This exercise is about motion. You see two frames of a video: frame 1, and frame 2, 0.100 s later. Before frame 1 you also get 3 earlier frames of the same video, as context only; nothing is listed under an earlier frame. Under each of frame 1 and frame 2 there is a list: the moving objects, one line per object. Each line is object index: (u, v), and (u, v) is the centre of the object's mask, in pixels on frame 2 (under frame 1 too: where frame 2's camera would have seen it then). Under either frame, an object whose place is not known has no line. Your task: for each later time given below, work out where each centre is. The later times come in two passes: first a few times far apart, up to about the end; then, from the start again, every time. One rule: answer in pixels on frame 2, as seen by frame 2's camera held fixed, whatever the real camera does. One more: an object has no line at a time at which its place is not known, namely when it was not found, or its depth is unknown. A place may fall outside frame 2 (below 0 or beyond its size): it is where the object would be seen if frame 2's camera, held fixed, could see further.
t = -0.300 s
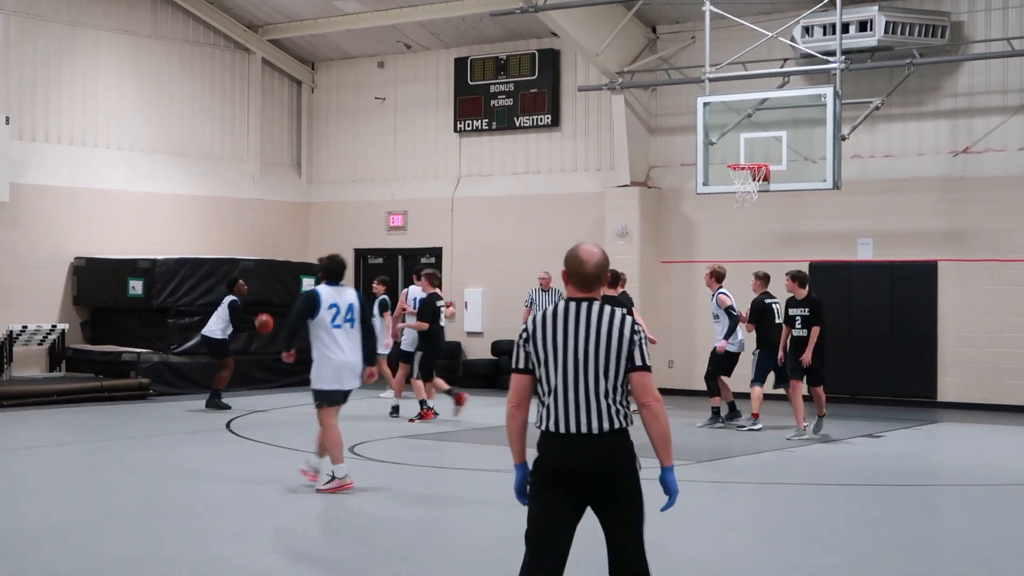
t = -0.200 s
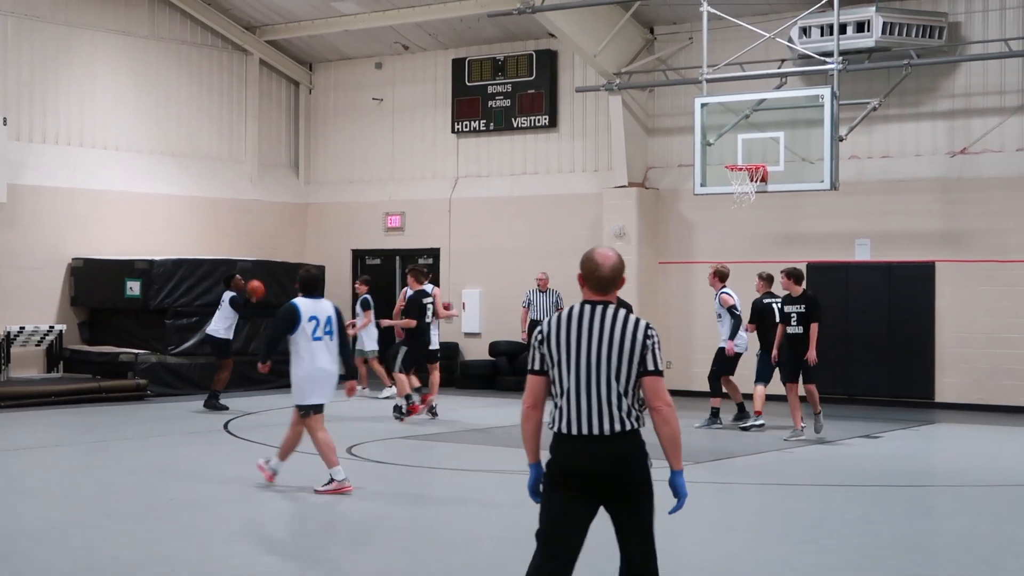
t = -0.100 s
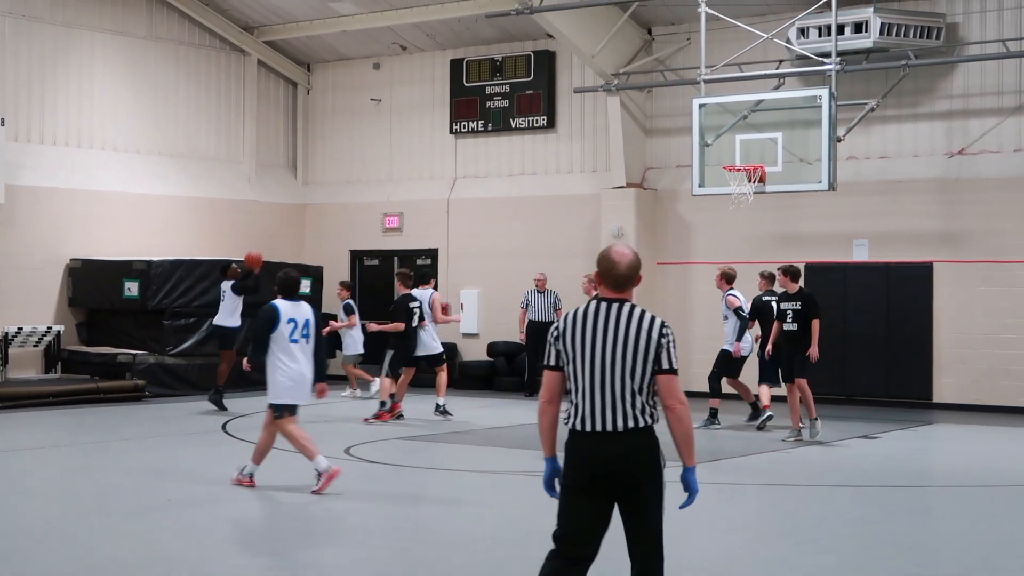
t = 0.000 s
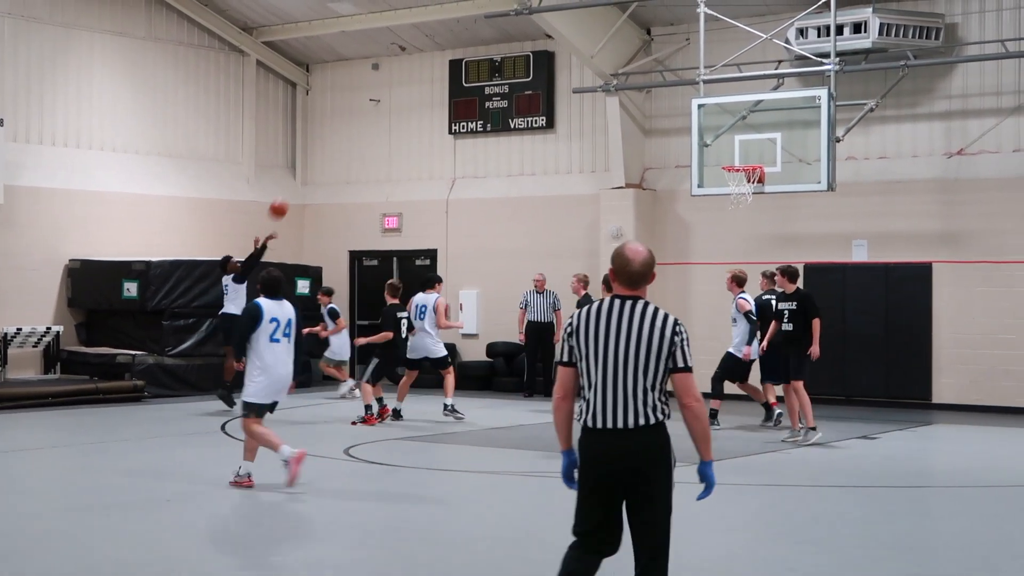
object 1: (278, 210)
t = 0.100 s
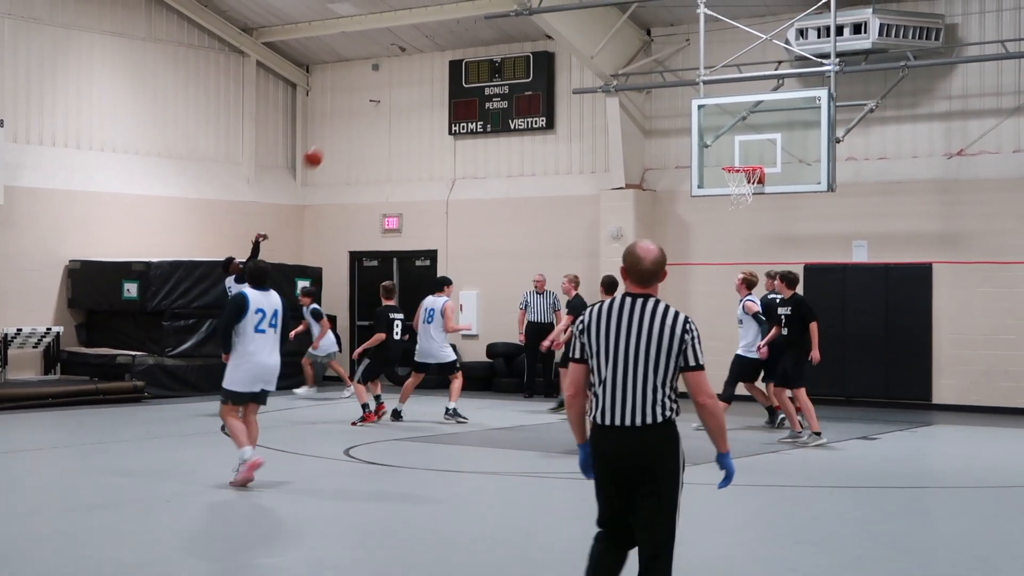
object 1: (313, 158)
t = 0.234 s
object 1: (359, 100)
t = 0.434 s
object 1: (430, 38)
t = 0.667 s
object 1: (514, 3)
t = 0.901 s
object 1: (599, 12)
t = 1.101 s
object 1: (671, 55)
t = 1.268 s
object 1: (733, 117)
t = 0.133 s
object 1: (325, 142)
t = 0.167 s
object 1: (336, 127)
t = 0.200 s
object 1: (348, 113)
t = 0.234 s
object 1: (359, 100)
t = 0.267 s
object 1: (371, 87)
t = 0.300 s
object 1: (383, 76)
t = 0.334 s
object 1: (394, 65)
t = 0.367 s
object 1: (406, 55)
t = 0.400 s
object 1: (418, 46)
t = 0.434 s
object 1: (430, 38)
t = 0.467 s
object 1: (442, 30)
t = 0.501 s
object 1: (454, 24)
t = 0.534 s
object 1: (466, 18)
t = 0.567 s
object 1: (477, 13)
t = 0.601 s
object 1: (489, 9)
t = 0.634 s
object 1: (502, 6)
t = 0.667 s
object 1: (514, 3)
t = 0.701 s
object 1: (525, 2)
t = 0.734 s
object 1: (538, 1)
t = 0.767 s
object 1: (550, 2)
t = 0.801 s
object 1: (562, 3)
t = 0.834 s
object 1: (575, 5)
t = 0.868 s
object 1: (587, 8)
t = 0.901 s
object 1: (599, 12)
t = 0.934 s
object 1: (611, 17)
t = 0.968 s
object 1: (623, 23)
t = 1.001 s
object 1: (636, 29)
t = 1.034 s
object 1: (647, 37)
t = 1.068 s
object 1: (660, 45)
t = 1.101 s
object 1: (671, 55)
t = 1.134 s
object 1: (684, 65)
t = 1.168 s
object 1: (696, 77)
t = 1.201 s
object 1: (708, 89)
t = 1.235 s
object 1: (721, 103)
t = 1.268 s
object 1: (733, 117)
